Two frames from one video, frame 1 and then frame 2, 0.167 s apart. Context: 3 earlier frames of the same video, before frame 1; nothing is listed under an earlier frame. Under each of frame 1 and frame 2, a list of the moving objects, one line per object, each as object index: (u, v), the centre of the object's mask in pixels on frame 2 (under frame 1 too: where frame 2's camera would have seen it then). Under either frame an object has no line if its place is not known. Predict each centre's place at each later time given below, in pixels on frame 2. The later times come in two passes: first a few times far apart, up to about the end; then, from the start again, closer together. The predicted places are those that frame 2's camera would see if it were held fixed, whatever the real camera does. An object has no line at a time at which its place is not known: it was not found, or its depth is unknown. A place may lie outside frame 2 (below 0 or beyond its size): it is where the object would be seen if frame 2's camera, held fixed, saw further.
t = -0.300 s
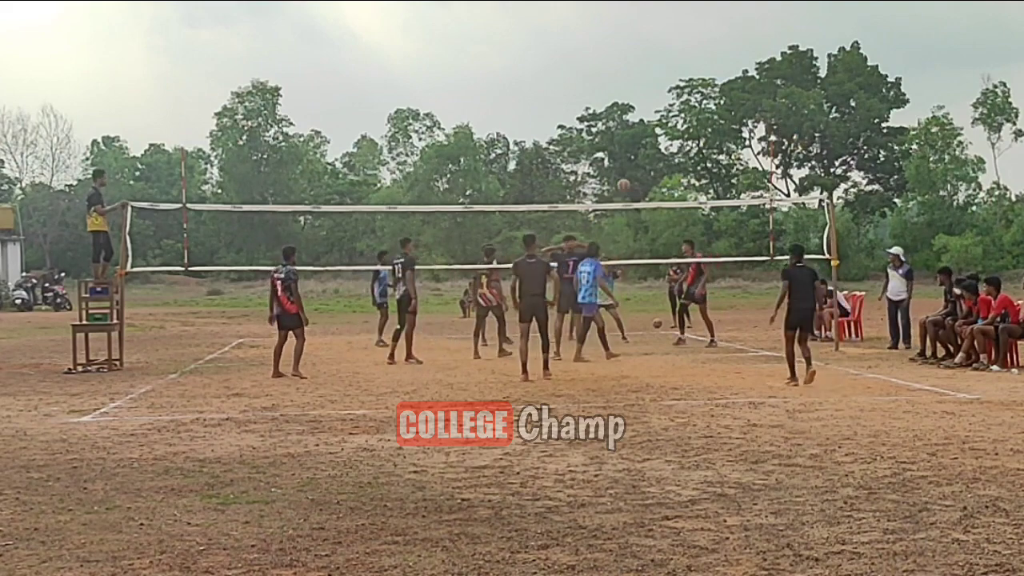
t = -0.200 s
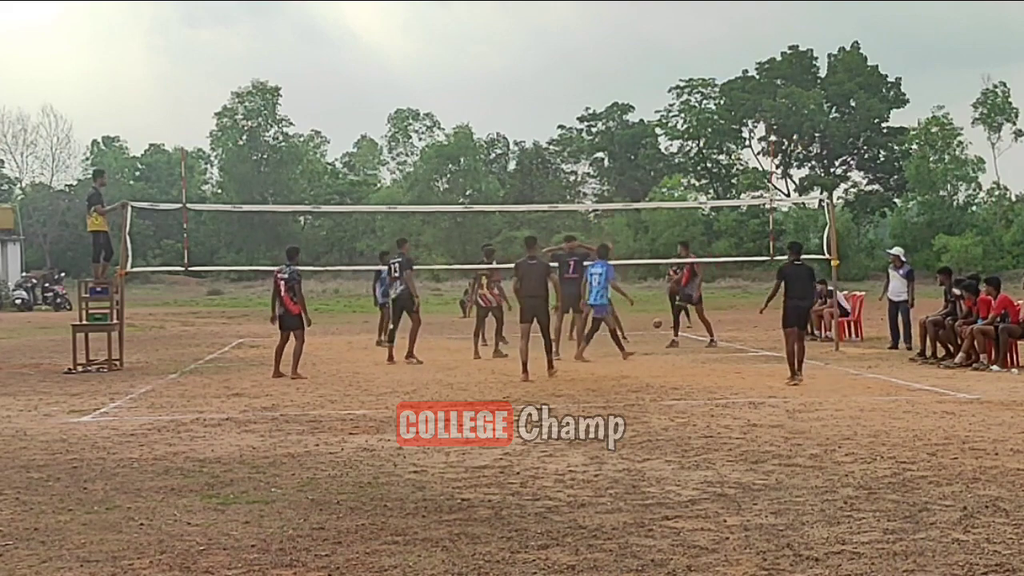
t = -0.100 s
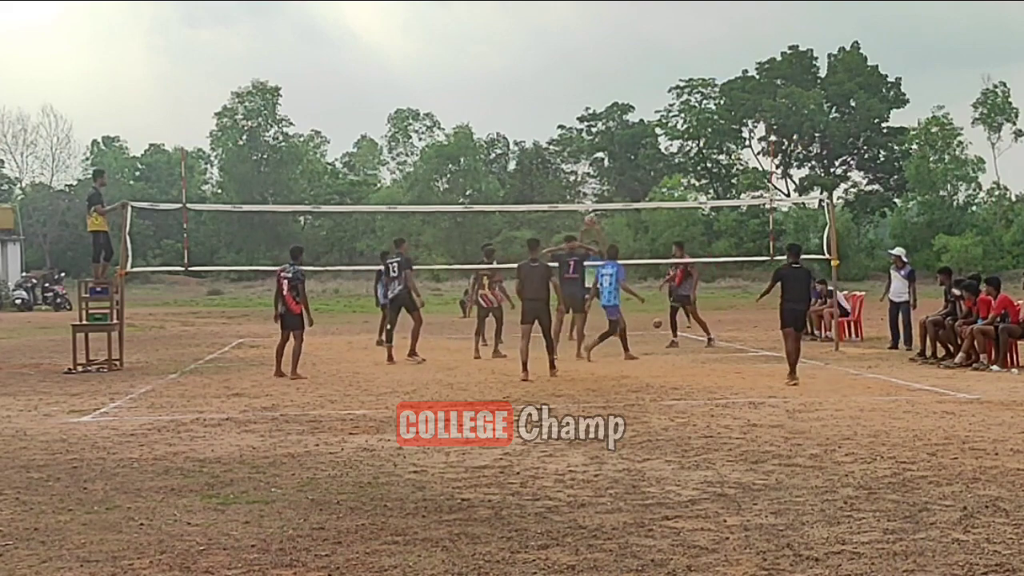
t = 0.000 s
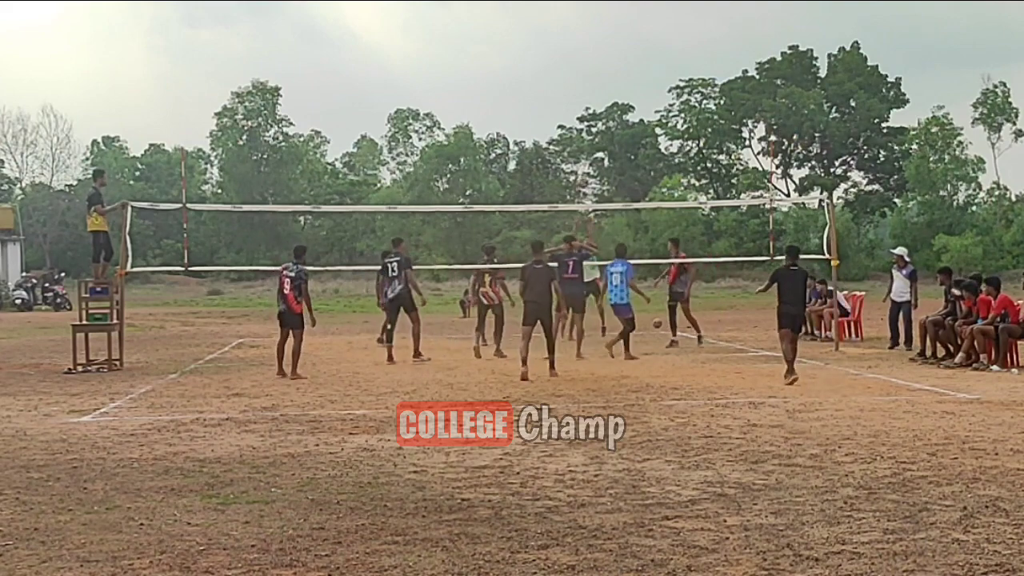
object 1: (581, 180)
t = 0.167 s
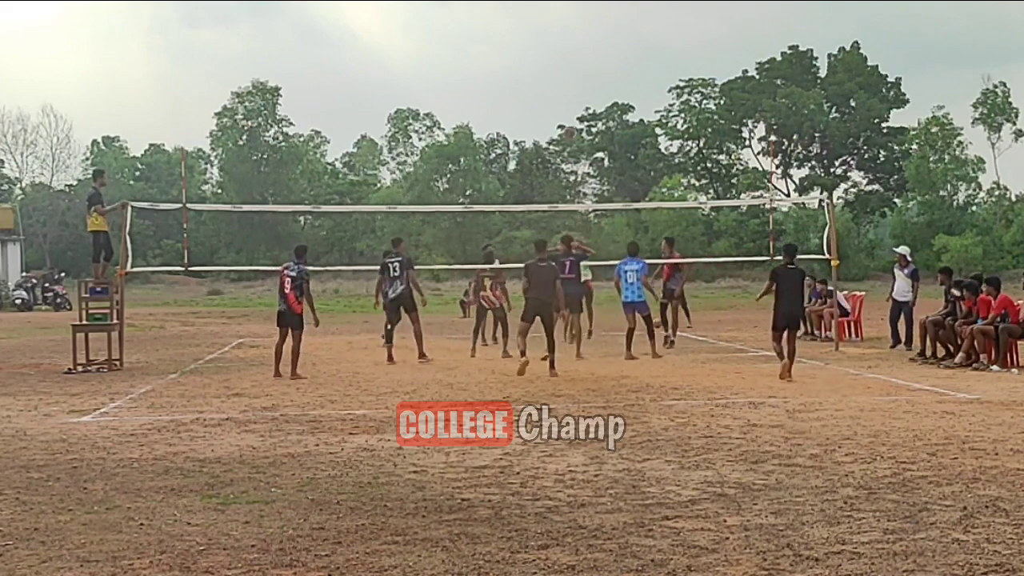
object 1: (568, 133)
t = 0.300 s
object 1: (558, 102)
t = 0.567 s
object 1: (537, 72)
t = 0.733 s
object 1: (524, 73)
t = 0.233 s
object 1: (564, 115)
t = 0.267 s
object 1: (561, 108)
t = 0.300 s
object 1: (558, 102)
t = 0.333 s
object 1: (556, 96)
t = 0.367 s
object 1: (553, 91)
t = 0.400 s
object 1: (550, 86)
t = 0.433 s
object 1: (548, 82)
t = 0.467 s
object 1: (545, 78)
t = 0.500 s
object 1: (542, 76)
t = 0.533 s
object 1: (540, 73)
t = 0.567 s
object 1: (537, 72)
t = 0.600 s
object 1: (534, 71)
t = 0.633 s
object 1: (532, 71)
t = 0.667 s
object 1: (529, 71)
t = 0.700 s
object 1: (526, 72)
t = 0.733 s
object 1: (524, 73)
